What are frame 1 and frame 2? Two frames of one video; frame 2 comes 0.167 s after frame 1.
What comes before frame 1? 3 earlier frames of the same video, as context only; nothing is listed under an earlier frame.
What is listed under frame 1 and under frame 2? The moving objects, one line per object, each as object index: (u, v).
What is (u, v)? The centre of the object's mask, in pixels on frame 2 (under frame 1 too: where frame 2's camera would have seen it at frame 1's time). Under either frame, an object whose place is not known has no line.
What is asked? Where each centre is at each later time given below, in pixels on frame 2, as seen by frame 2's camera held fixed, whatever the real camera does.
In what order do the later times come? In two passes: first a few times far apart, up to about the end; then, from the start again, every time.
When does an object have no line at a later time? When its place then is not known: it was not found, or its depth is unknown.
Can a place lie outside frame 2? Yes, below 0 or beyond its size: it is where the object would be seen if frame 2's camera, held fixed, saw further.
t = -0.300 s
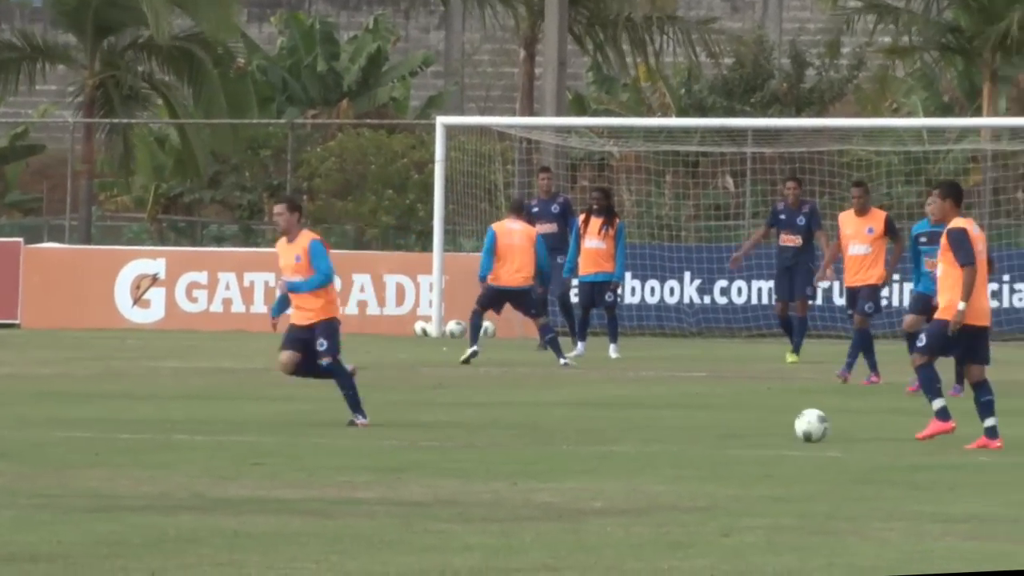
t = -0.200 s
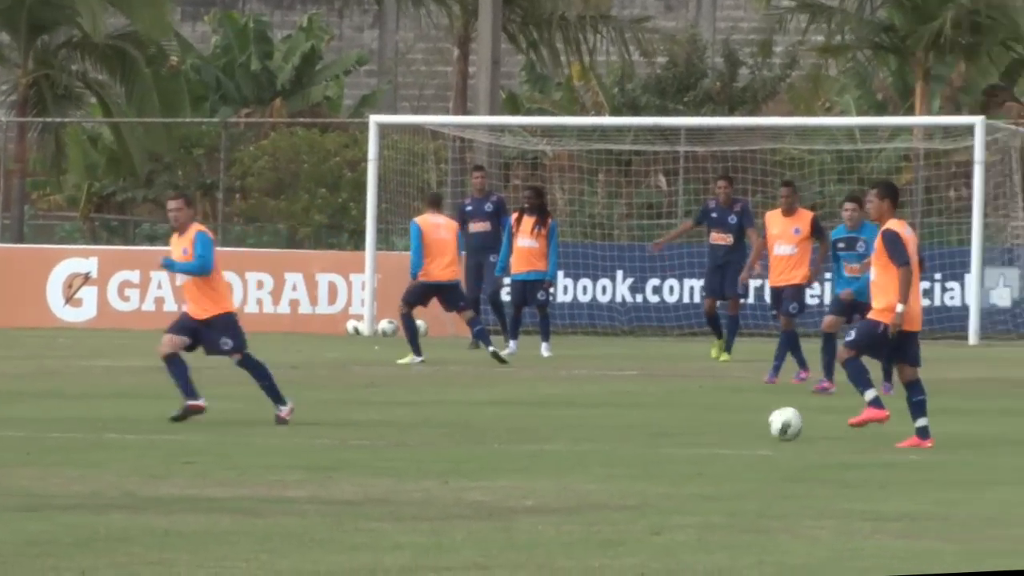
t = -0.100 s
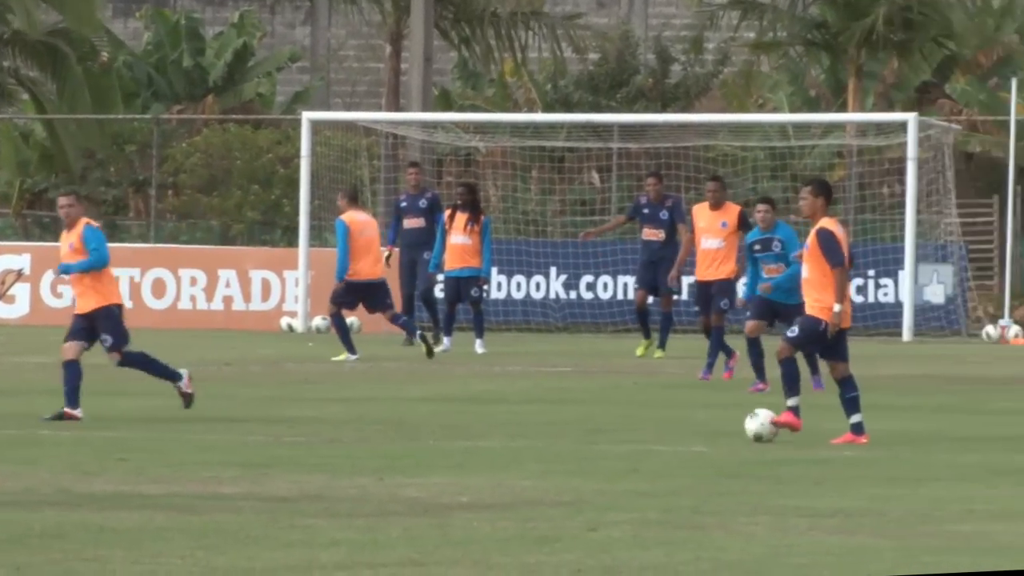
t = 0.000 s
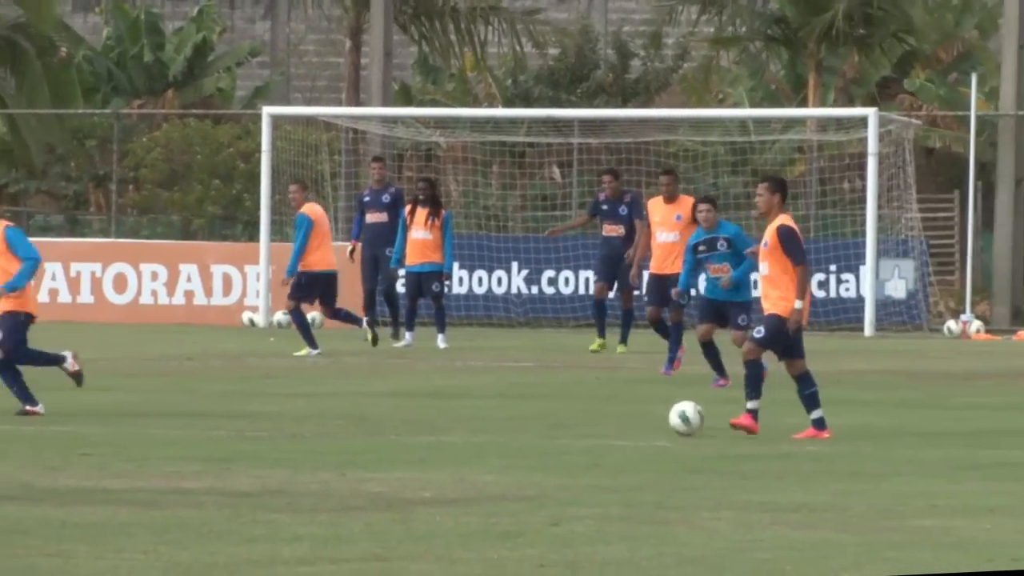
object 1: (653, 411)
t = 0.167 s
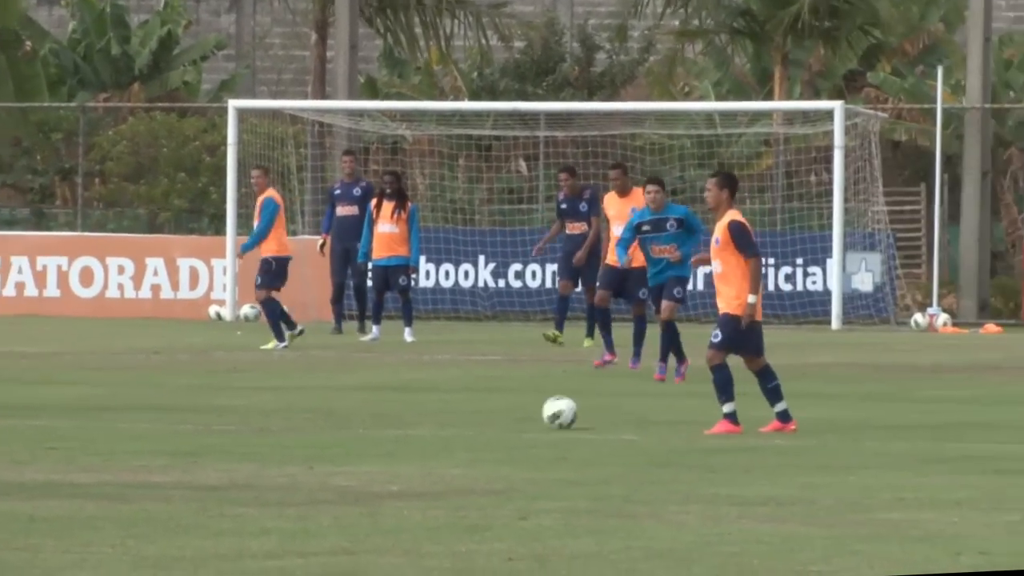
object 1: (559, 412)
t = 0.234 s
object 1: (528, 411)
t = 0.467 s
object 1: (440, 409)
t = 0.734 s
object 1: (361, 409)
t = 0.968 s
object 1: (296, 407)
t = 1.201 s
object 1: (236, 406)
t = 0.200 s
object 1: (544, 412)
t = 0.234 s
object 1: (528, 411)
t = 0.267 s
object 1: (513, 411)
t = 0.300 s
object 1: (500, 410)
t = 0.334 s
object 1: (488, 409)
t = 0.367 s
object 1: (475, 409)
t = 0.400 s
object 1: (463, 410)
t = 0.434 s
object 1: (450, 410)
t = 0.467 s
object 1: (440, 409)
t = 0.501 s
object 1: (430, 409)
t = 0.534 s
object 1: (419, 410)
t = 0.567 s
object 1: (410, 410)
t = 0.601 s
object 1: (400, 409)
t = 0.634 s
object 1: (390, 409)
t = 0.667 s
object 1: (380, 409)
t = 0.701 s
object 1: (370, 409)
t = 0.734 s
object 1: (361, 409)
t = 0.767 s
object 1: (352, 408)
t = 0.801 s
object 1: (342, 408)
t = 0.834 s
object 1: (333, 408)
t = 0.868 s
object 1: (324, 408)
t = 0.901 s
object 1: (314, 408)
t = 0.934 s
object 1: (305, 407)
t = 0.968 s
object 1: (296, 407)
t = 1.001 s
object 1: (287, 407)
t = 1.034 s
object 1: (279, 407)
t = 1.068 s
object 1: (270, 407)
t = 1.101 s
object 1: (261, 406)
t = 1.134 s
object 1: (253, 407)
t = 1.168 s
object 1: (244, 407)
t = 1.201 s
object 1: (236, 406)
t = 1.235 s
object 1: (227, 406)
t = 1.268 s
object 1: (218, 407)
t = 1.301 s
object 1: (211, 406)
